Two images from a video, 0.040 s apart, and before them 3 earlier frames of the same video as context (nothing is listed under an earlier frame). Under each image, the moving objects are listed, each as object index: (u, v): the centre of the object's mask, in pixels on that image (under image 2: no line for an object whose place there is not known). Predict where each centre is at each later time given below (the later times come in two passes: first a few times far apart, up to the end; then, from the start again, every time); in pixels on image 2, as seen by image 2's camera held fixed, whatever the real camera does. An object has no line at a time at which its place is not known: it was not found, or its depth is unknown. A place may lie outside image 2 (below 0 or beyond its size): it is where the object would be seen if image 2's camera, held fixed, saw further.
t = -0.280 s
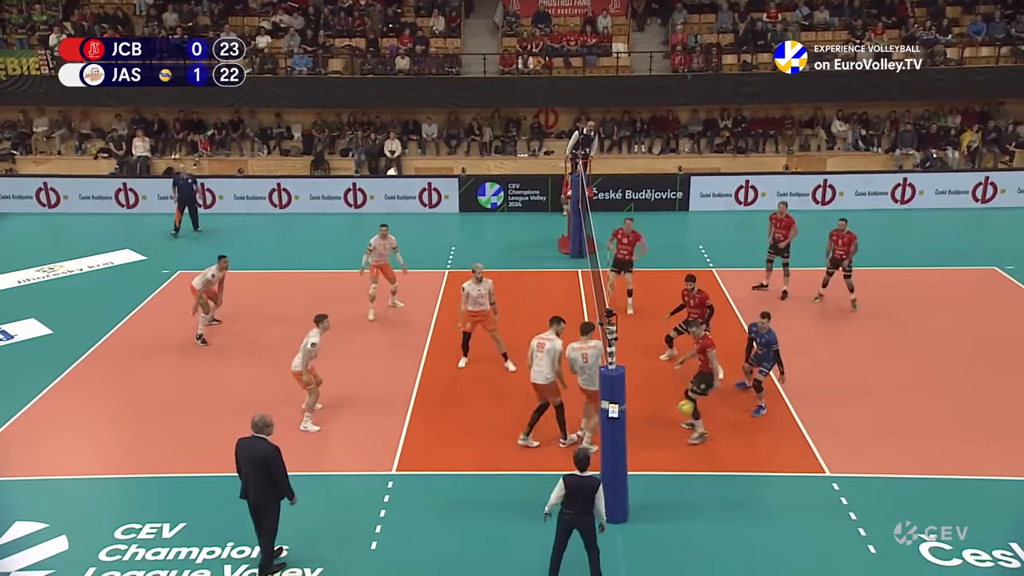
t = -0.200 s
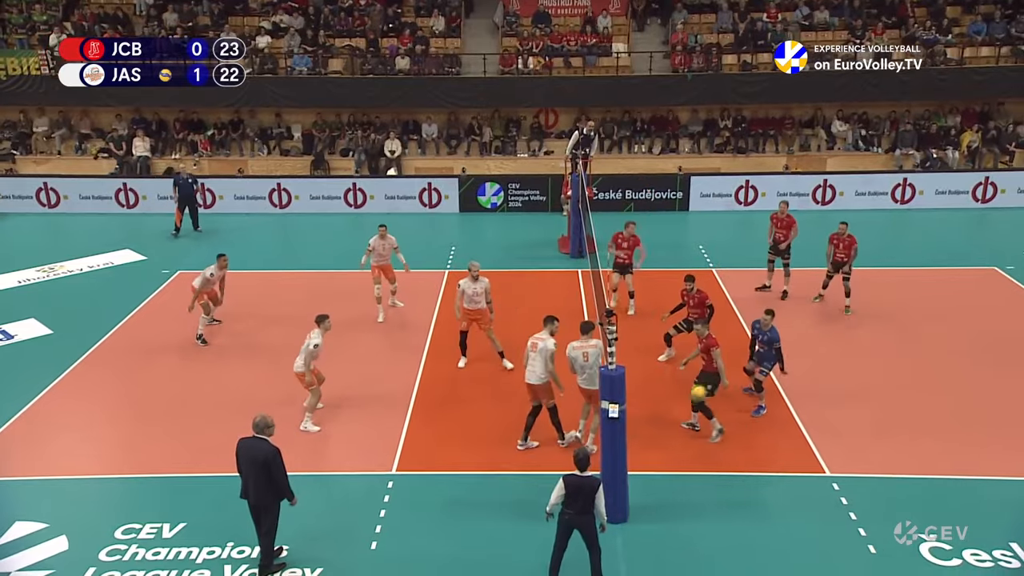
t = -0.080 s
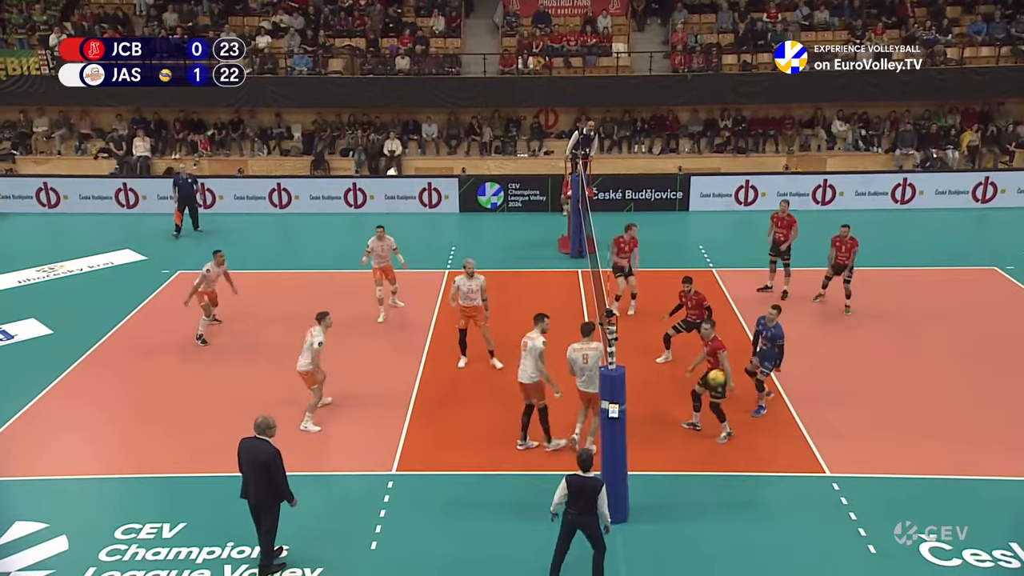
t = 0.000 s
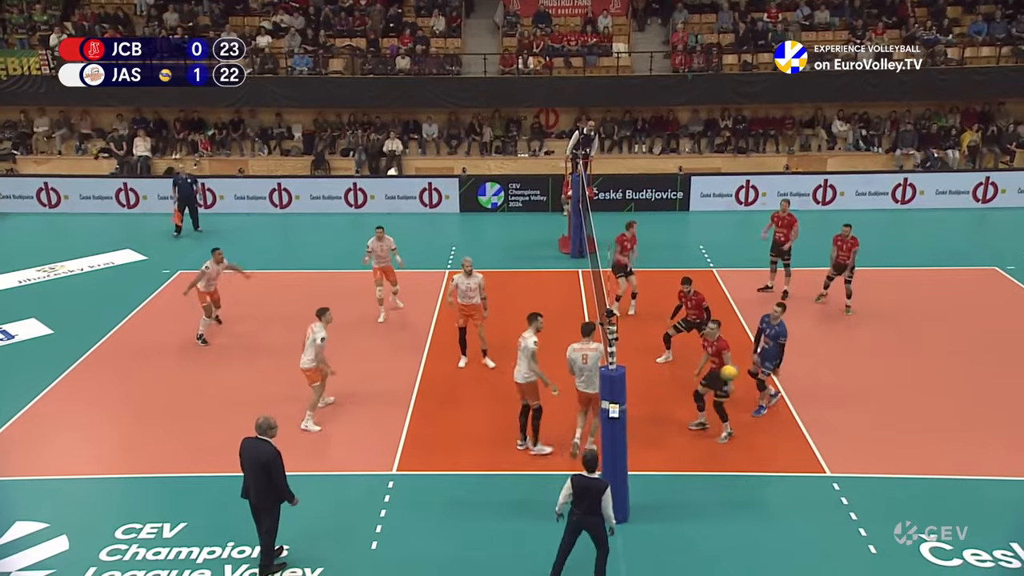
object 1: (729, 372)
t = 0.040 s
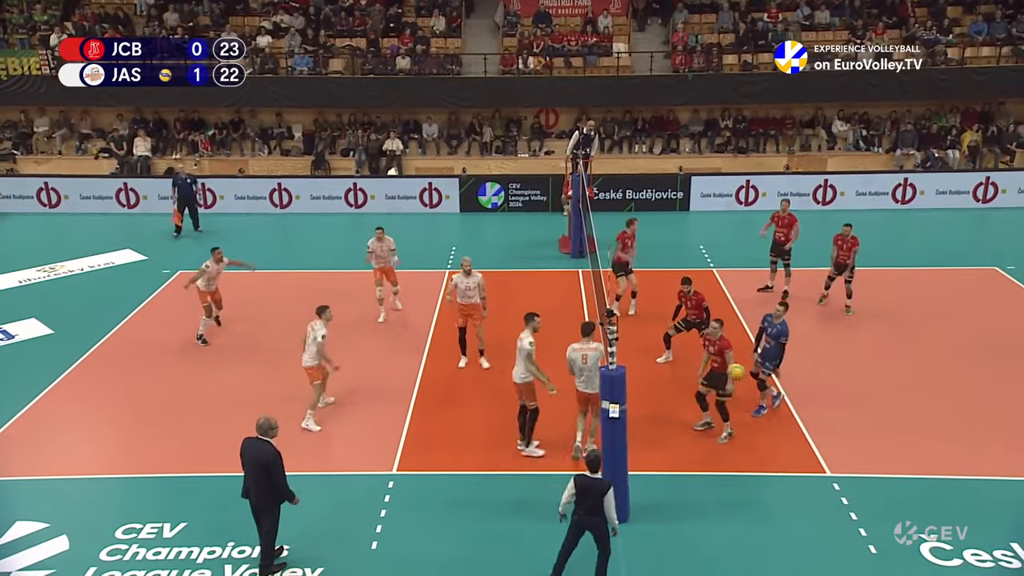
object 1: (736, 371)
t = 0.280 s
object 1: (774, 391)
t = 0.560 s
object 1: (815, 470)
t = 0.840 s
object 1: (857, 554)
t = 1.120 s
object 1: (909, 518)
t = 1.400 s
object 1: (959, 547)
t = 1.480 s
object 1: (973, 567)
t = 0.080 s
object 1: (743, 372)
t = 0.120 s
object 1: (749, 374)
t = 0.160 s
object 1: (755, 376)
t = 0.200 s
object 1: (762, 380)
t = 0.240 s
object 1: (768, 385)
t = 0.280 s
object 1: (774, 391)
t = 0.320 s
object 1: (781, 400)
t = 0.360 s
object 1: (786, 407)
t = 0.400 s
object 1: (792, 417)
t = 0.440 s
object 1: (799, 429)
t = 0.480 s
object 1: (804, 442)
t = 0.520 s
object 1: (810, 455)
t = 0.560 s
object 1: (815, 470)
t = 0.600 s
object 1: (821, 486)
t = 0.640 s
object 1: (827, 504)
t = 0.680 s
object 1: (832, 522)
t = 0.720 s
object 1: (837, 541)
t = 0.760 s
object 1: (843, 564)
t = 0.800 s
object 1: (850, 563)
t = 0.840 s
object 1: (857, 554)
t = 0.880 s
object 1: (864, 546)
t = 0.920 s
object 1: (871, 538)
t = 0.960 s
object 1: (879, 532)
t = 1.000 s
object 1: (885, 527)
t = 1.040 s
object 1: (892, 520)
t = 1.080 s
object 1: (902, 518)
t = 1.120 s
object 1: (909, 518)
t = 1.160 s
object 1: (917, 518)
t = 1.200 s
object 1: (923, 519)
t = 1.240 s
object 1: (931, 522)
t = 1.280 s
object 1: (936, 525)
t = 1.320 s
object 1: (946, 532)
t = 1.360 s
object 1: (953, 539)
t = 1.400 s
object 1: (959, 547)
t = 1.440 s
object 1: (966, 556)
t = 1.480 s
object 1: (973, 567)
